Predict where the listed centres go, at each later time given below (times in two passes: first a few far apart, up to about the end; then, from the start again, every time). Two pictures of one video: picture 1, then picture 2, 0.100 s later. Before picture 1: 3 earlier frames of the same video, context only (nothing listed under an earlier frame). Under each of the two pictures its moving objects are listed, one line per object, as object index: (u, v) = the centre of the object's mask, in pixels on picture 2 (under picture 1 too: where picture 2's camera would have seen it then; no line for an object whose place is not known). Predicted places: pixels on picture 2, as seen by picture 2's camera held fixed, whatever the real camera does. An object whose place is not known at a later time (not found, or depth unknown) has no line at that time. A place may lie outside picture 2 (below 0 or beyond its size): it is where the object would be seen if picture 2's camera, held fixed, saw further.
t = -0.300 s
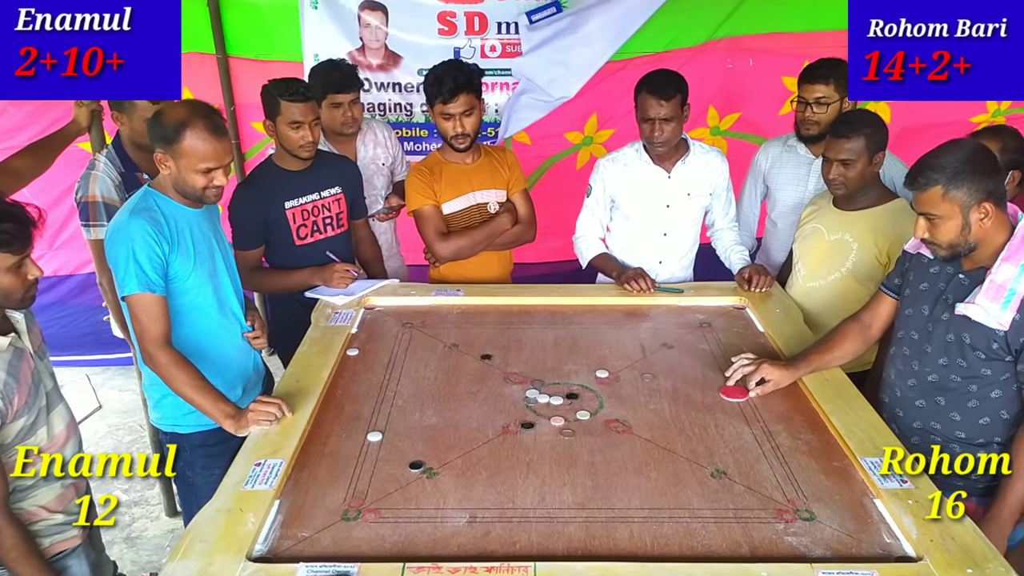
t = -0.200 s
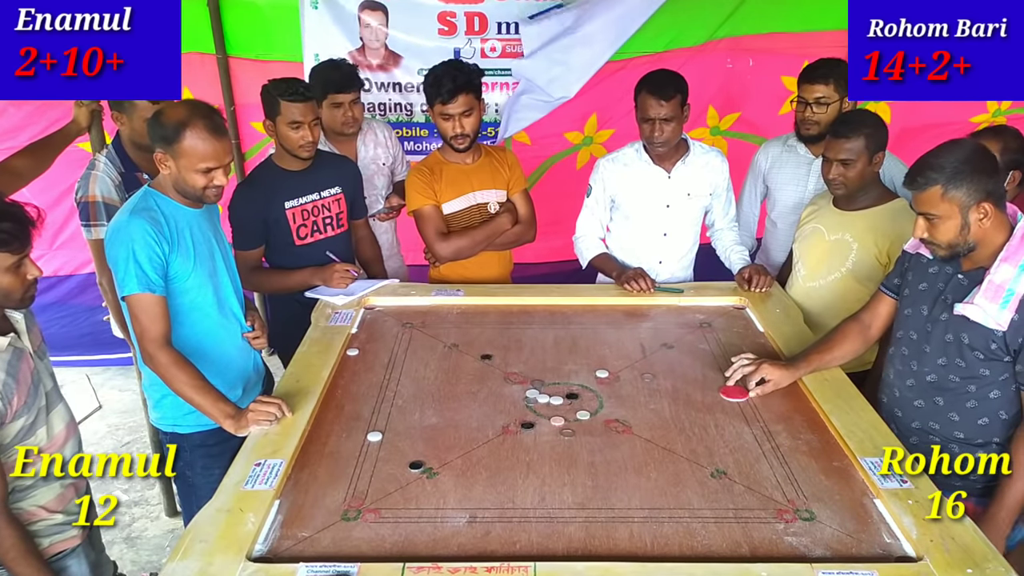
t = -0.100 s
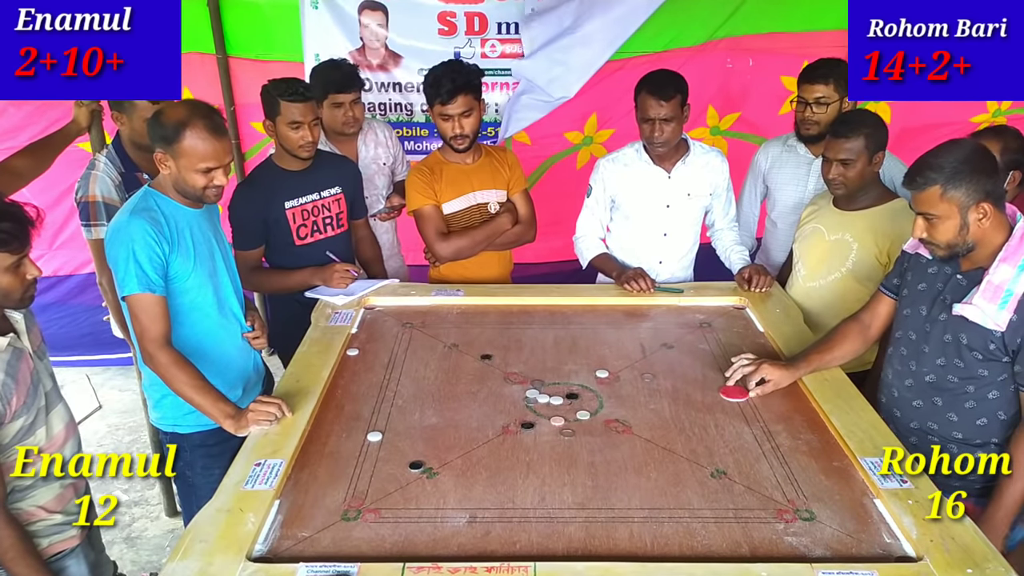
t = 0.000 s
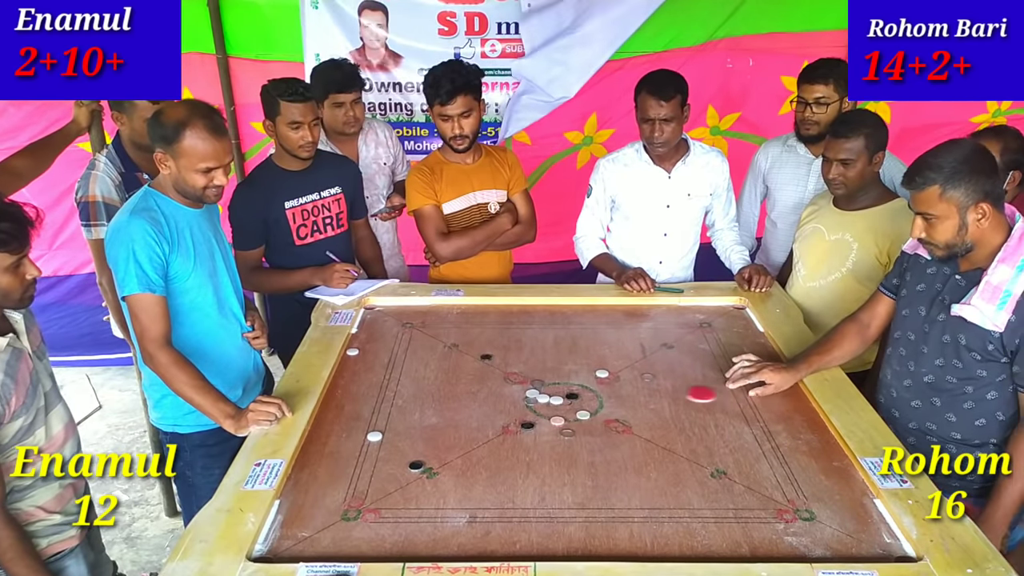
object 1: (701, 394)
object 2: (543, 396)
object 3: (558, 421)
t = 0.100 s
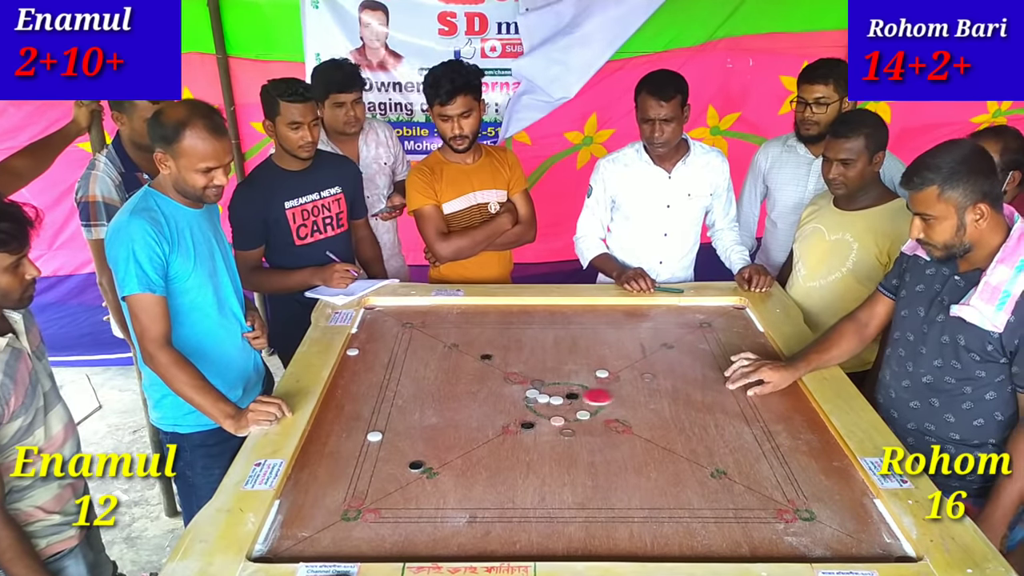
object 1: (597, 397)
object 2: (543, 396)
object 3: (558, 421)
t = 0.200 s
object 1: (539, 398)
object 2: (501, 398)
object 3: (559, 429)
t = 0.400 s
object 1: (460, 401)
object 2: (338, 403)
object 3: (555, 433)
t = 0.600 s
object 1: (412, 401)
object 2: (367, 415)
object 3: (555, 433)
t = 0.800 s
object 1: (410, 400)
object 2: (345, 441)
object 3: (555, 433)
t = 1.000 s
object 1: (410, 400)
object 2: (389, 455)
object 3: (555, 433)
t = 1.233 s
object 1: (410, 400)
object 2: (396, 457)
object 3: (555, 433)
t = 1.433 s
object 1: (410, 400)
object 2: (396, 457)
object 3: (555, 433)
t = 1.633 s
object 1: (410, 400)
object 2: (396, 457)
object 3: (555, 433)
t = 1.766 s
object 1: (410, 400)
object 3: (555, 433)
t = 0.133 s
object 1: (573, 397)
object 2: (542, 396)
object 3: (558, 421)
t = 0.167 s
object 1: (555, 398)
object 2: (530, 397)
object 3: (561, 427)
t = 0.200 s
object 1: (539, 398)
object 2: (501, 398)
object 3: (559, 429)
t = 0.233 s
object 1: (525, 399)
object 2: (472, 399)
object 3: (558, 430)
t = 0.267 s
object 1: (510, 399)
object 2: (444, 401)
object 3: (556, 431)
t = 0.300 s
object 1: (497, 399)
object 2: (416, 401)
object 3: (556, 432)
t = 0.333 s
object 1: (484, 400)
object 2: (390, 402)
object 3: (555, 433)
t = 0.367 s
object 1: (472, 400)
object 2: (363, 403)
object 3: (555, 433)
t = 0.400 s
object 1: (460, 401)
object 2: (338, 403)
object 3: (555, 433)
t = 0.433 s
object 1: (449, 401)
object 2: (335, 404)
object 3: (555, 433)
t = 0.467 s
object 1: (438, 401)
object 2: (352, 405)
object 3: (555, 433)
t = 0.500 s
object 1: (428, 402)
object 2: (368, 406)
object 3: (555, 433)
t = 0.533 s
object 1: (419, 402)
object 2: (384, 406)
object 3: (555, 433)
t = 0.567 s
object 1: (413, 402)
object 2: (386, 409)
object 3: (555, 433)
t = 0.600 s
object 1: (412, 401)
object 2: (367, 415)
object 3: (555, 433)
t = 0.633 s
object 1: (411, 401)
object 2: (348, 420)
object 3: (555, 433)
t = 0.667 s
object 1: (410, 401)
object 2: (329, 426)
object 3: (555, 433)
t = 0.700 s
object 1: (410, 400)
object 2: (317, 430)
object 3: (555, 433)
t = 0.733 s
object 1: (410, 400)
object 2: (327, 434)
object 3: (555, 433)
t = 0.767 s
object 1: (410, 400)
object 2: (336, 438)
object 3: (555, 433)
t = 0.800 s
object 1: (410, 400)
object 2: (345, 441)
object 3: (555, 433)
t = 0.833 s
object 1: (410, 400)
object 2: (354, 444)
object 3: (555, 433)
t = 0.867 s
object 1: (410, 400)
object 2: (362, 446)
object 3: (555, 433)
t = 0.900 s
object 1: (410, 400)
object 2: (369, 449)
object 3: (555, 433)
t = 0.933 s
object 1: (410, 400)
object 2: (376, 451)
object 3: (555, 433)
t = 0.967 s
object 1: (410, 400)
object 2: (383, 453)
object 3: (555, 433)
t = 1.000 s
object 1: (410, 400)
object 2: (389, 455)
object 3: (555, 433)
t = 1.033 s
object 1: (410, 400)
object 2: (394, 456)
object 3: (555, 433)
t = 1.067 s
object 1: (410, 400)
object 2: (396, 457)
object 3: (555, 433)
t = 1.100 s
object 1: (410, 400)
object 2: (396, 457)
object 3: (555, 433)
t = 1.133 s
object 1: (410, 400)
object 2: (396, 457)
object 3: (555, 433)
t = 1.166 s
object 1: (410, 400)
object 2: (396, 457)
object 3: (555, 433)
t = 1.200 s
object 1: (410, 400)
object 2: (396, 457)
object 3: (555, 433)
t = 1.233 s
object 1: (410, 400)
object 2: (396, 457)
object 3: (555, 433)
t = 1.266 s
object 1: (410, 400)
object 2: (396, 457)
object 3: (555, 433)
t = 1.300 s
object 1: (410, 400)
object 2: (396, 457)
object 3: (555, 433)
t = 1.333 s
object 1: (410, 400)
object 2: (396, 457)
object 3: (555, 433)
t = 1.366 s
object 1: (410, 400)
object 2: (396, 457)
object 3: (555, 433)
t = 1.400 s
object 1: (410, 400)
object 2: (396, 457)
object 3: (555, 433)
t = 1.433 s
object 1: (410, 400)
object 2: (396, 457)
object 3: (555, 433)
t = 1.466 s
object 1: (410, 400)
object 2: (396, 457)
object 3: (555, 433)
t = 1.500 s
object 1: (410, 400)
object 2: (396, 457)
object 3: (555, 433)
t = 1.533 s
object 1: (410, 400)
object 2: (396, 457)
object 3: (555, 433)
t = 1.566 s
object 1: (410, 400)
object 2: (396, 457)
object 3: (555, 433)
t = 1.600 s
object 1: (410, 400)
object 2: (396, 457)
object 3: (555, 433)
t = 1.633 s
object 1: (410, 400)
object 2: (396, 457)
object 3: (555, 433)
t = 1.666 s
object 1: (410, 400)
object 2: (396, 457)
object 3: (555, 433)
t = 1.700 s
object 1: (410, 400)
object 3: (555, 433)
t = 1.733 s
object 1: (410, 400)
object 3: (555, 433)
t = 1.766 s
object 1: (410, 400)
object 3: (555, 433)
